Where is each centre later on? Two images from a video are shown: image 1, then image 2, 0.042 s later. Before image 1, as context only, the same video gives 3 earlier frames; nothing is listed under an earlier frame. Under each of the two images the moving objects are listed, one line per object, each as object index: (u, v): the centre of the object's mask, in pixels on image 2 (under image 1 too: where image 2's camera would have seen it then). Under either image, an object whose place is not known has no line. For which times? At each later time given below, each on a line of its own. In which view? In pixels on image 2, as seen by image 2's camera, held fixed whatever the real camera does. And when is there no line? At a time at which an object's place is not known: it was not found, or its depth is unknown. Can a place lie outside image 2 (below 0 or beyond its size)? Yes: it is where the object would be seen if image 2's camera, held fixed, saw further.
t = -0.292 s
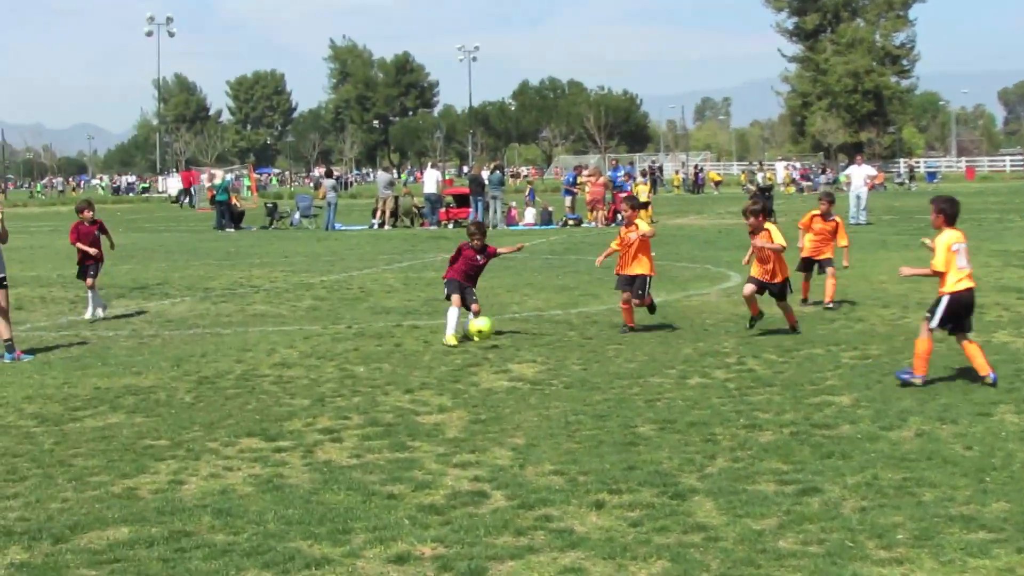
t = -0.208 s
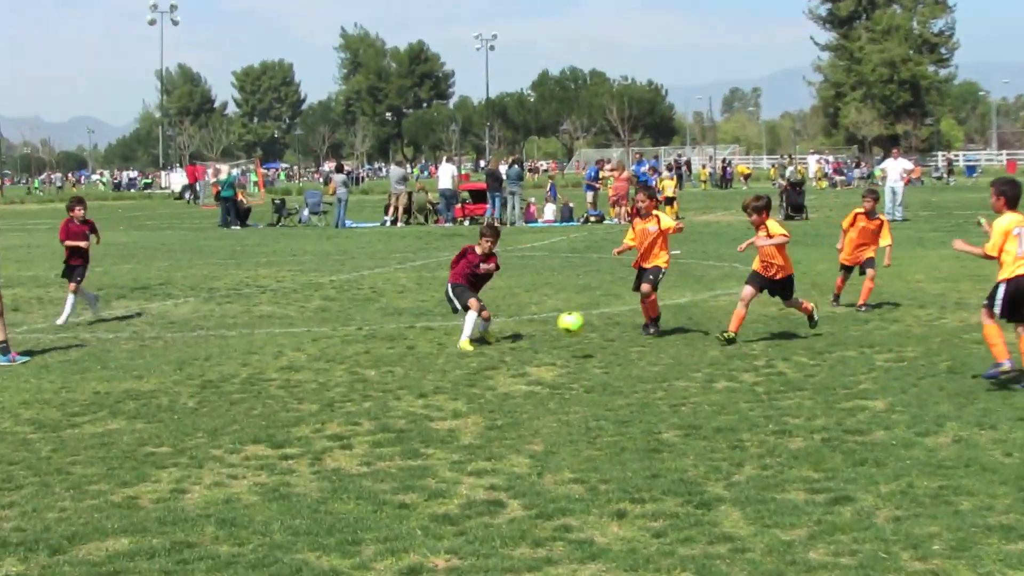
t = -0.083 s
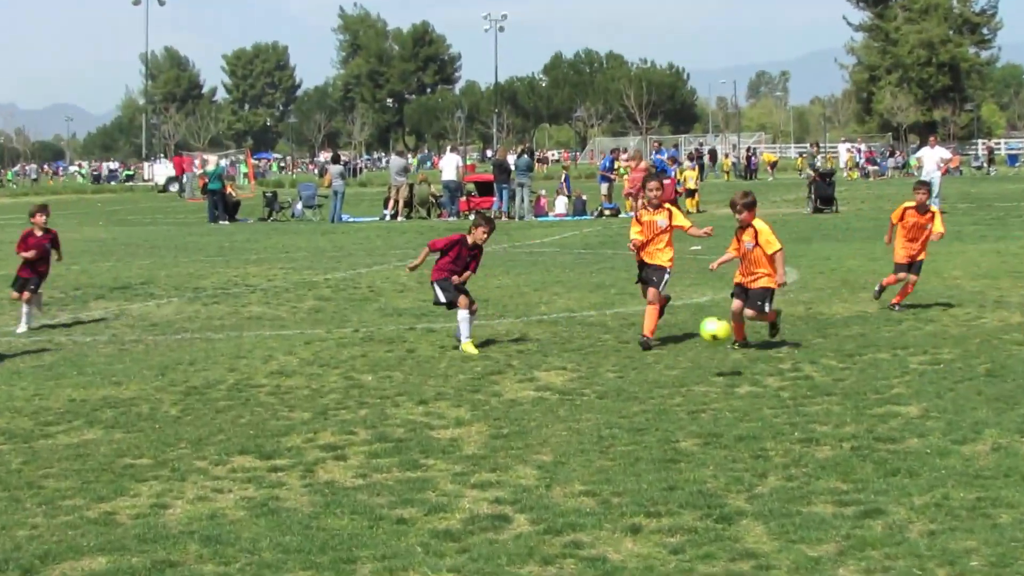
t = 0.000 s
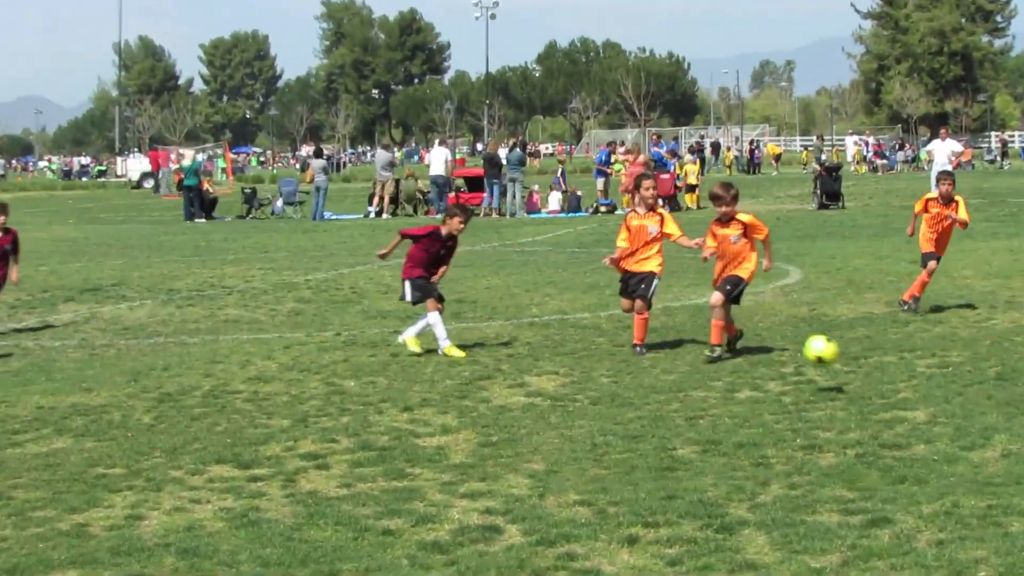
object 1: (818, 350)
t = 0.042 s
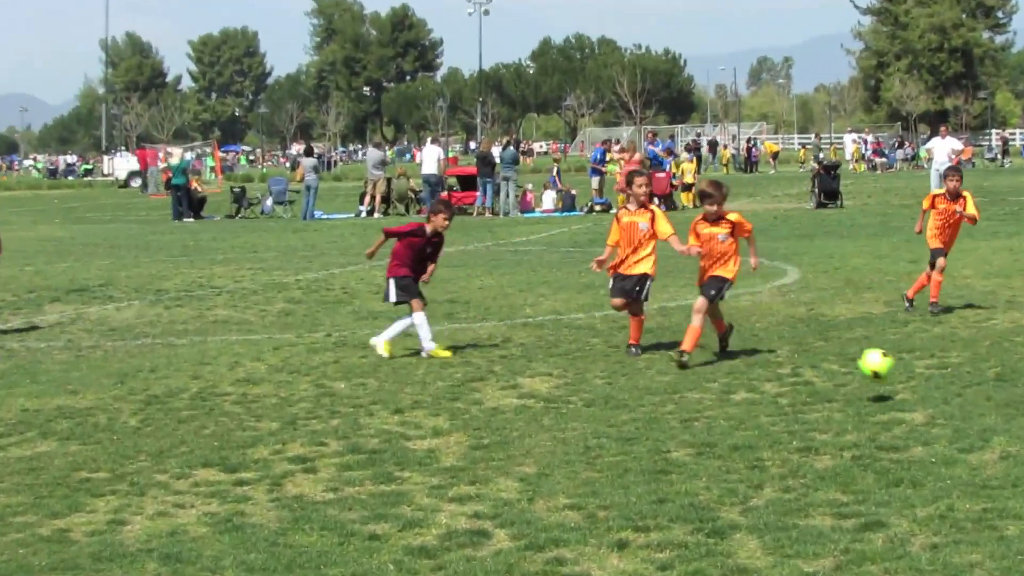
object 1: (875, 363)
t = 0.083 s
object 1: (937, 383)
